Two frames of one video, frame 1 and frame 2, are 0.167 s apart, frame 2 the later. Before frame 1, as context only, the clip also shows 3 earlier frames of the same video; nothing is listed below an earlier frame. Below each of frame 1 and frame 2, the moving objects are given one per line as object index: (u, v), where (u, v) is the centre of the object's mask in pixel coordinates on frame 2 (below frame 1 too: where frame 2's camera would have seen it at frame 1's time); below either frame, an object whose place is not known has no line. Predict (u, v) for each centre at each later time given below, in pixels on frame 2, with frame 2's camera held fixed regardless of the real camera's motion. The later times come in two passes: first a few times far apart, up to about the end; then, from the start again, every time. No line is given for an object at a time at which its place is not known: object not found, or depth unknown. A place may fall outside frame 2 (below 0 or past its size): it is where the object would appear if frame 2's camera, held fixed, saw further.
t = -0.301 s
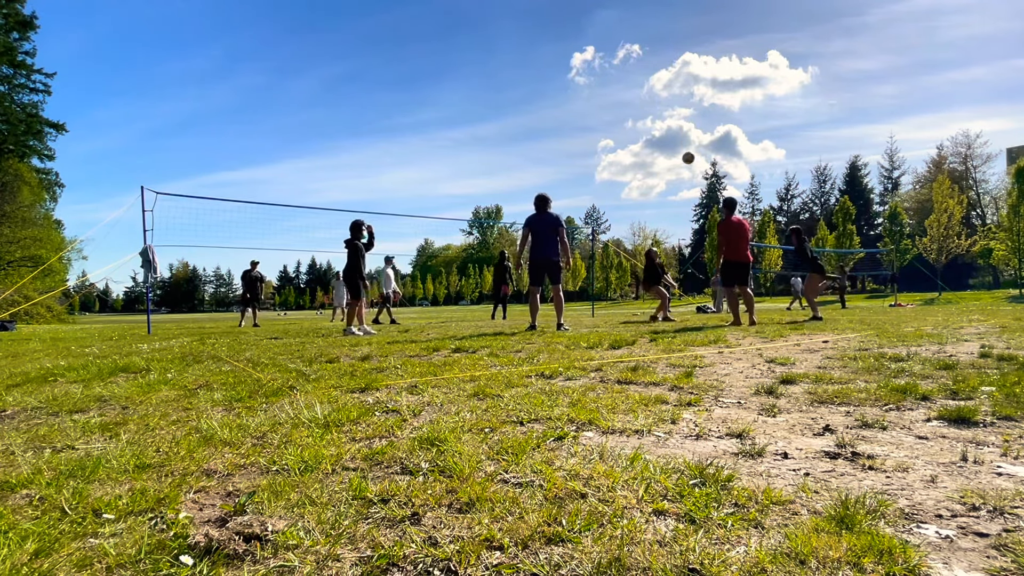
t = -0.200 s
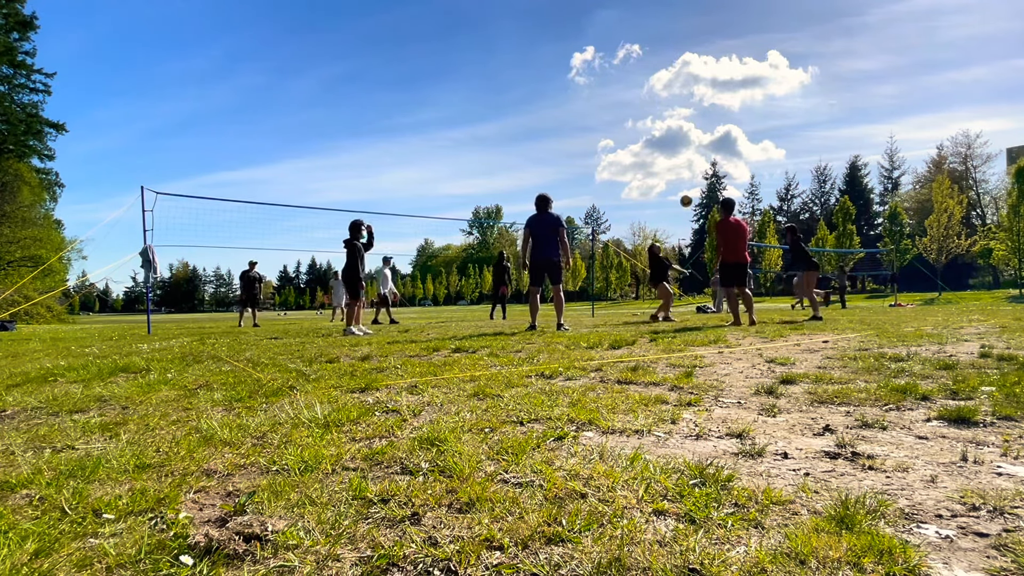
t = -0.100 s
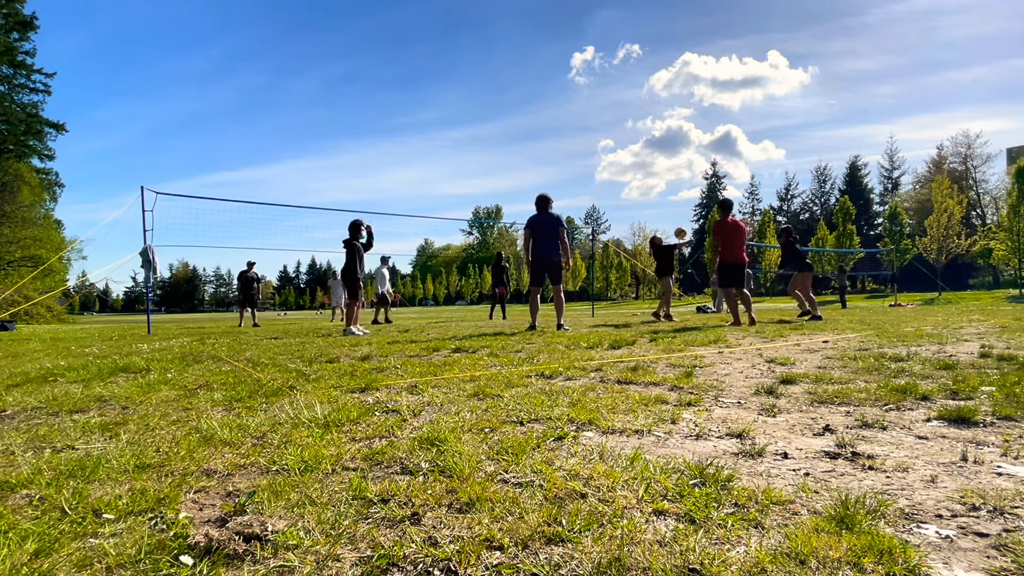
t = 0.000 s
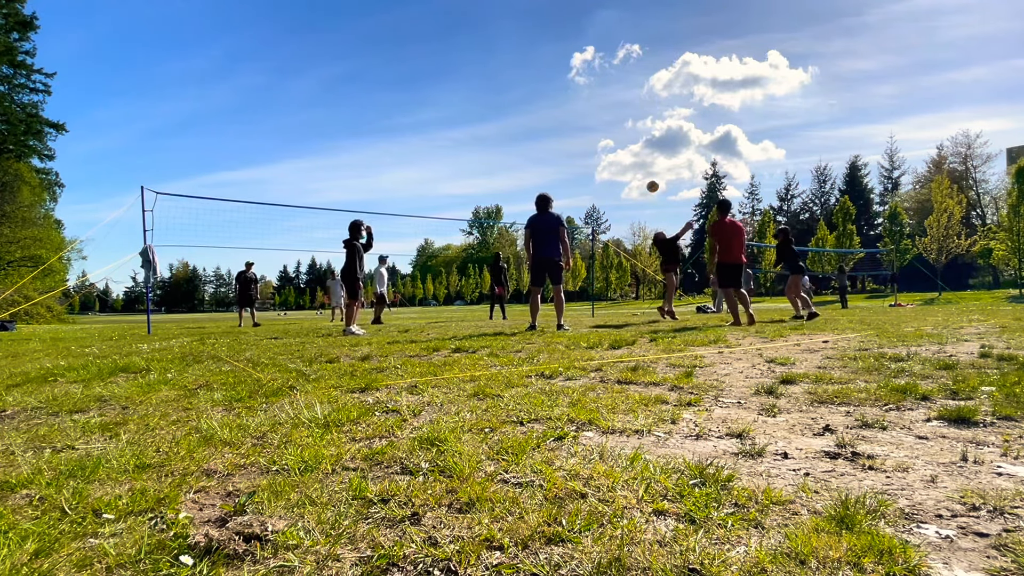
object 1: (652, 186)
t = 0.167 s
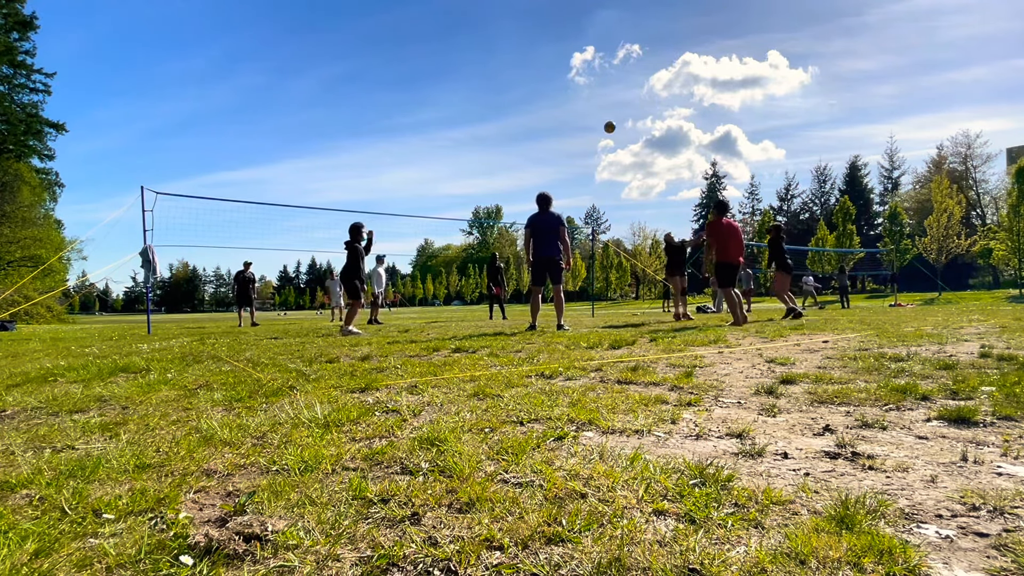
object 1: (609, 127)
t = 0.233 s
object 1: (593, 109)
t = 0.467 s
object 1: (540, 71)
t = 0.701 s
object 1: (493, 64)
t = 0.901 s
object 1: (456, 81)
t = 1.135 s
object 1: (418, 125)
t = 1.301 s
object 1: (394, 171)
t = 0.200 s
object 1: (601, 118)
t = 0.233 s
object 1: (593, 109)
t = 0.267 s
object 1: (585, 102)
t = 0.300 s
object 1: (577, 95)
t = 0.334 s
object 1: (570, 89)
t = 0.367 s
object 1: (562, 83)
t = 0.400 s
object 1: (555, 78)
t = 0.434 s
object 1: (547, 74)
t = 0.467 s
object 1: (540, 71)
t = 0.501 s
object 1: (533, 68)
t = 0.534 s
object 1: (526, 66)
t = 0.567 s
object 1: (519, 64)
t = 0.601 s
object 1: (513, 63)
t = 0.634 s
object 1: (506, 63)
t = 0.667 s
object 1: (499, 63)
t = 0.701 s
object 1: (493, 64)
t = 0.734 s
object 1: (487, 66)
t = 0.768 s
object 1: (480, 67)
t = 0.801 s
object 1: (474, 70)
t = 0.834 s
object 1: (468, 73)
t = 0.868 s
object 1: (462, 77)
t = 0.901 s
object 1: (456, 81)
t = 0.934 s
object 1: (451, 86)
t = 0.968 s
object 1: (445, 91)
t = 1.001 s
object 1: (439, 97)
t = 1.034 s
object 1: (434, 103)
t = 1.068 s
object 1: (428, 110)
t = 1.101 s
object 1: (423, 117)
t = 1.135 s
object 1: (418, 125)
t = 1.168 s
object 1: (413, 133)
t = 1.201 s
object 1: (408, 142)
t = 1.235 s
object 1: (403, 151)
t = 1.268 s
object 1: (398, 160)
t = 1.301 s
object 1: (394, 171)
